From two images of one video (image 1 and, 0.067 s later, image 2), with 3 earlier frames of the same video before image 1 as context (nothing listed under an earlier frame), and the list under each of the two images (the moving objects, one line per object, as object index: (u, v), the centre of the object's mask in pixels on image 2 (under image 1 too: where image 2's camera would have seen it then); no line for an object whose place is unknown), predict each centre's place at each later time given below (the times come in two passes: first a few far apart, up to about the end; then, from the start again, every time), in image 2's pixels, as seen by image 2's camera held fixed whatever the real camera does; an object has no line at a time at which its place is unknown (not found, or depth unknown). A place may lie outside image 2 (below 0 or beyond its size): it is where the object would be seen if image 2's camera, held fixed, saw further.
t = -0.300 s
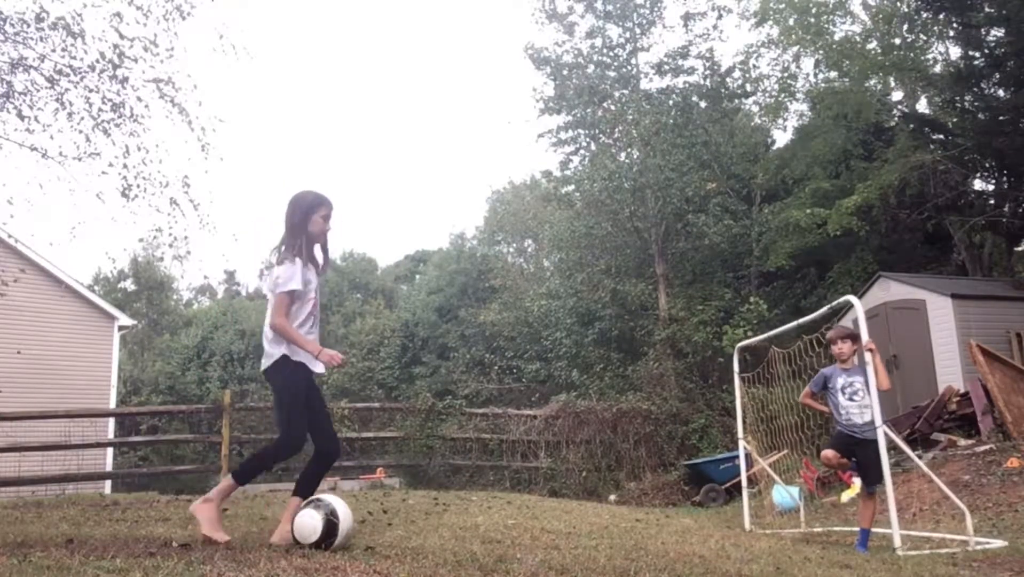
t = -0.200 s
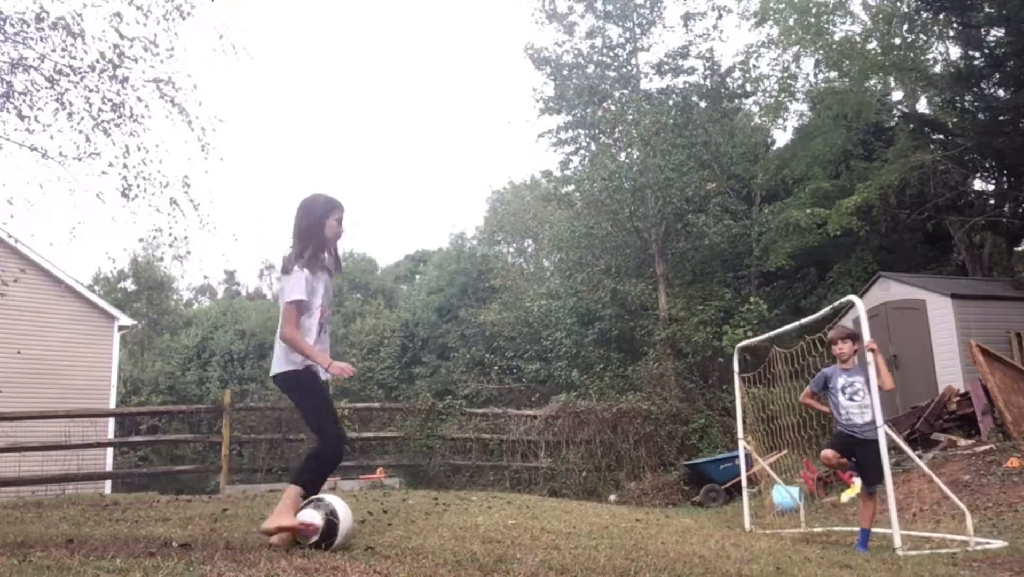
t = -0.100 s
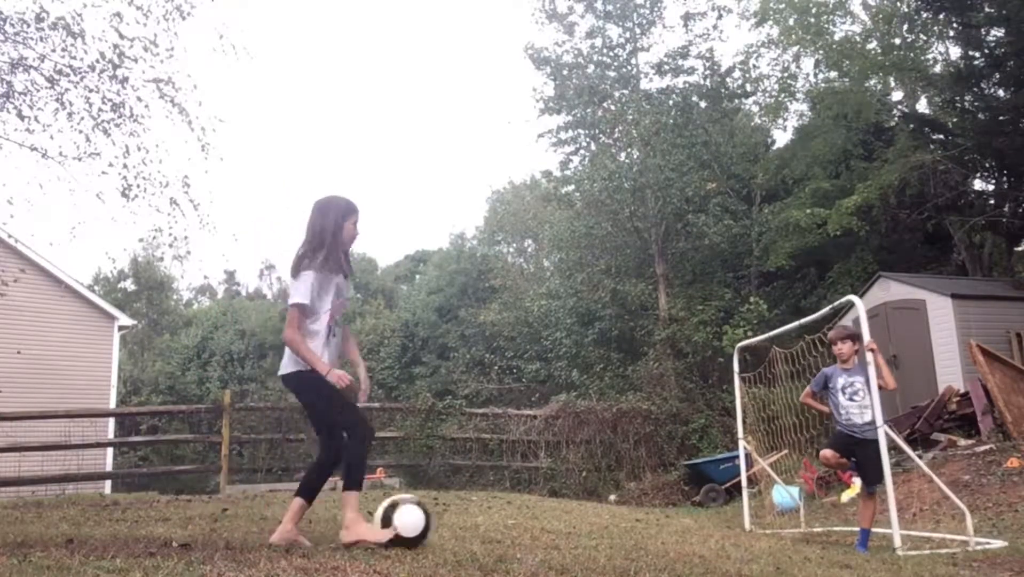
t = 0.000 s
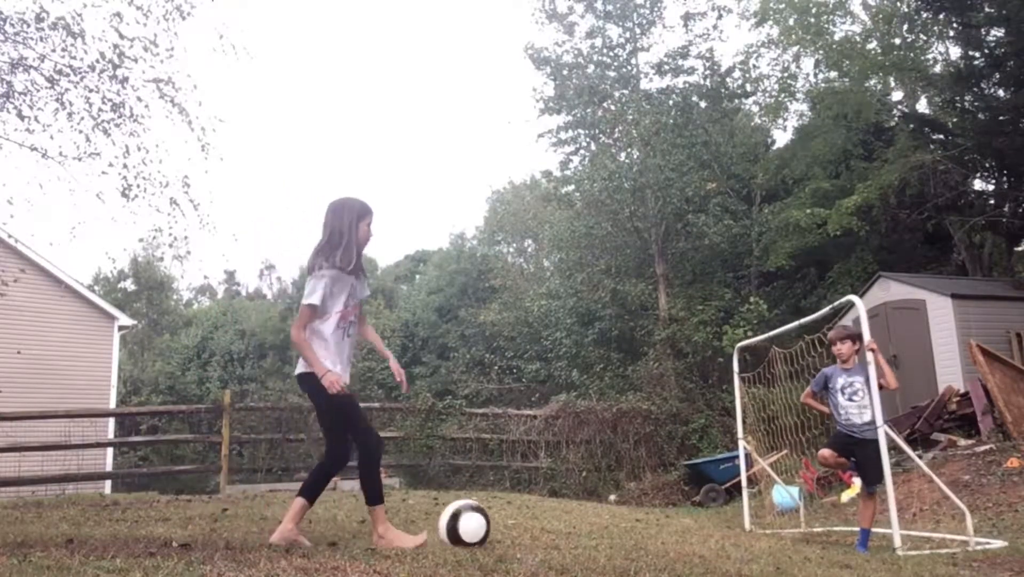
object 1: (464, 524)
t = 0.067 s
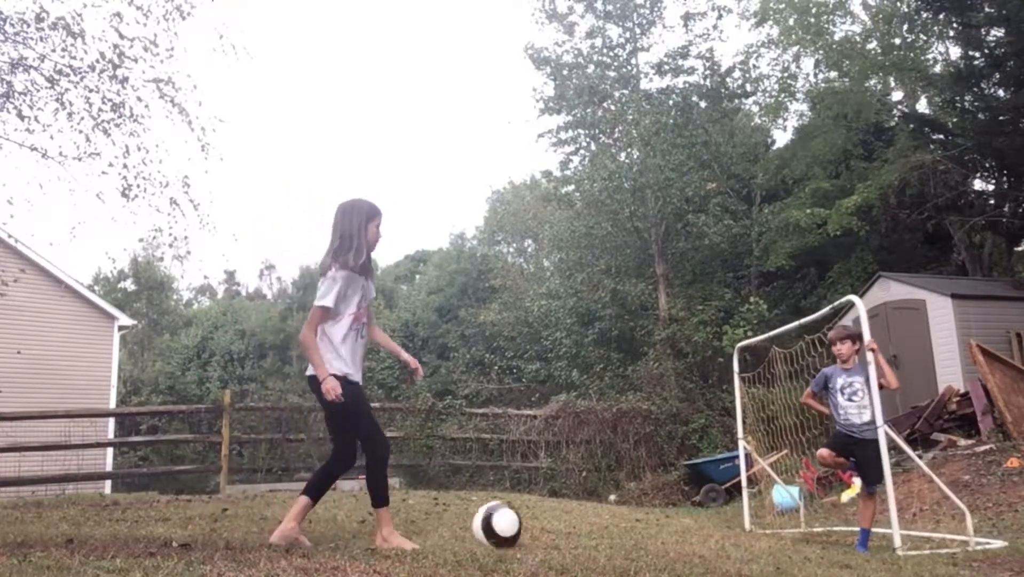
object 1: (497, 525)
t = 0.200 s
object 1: (548, 522)
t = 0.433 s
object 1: (620, 520)
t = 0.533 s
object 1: (647, 522)
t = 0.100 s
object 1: (510, 523)
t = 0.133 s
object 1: (524, 523)
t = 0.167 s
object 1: (536, 524)
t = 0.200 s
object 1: (548, 522)
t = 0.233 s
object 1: (559, 522)
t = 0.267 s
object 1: (570, 521)
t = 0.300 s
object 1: (580, 522)
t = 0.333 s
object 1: (591, 522)
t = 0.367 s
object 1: (601, 521)
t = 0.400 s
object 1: (610, 520)
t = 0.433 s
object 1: (620, 520)
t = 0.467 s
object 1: (629, 521)
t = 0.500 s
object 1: (638, 522)
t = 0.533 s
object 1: (647, 522)
